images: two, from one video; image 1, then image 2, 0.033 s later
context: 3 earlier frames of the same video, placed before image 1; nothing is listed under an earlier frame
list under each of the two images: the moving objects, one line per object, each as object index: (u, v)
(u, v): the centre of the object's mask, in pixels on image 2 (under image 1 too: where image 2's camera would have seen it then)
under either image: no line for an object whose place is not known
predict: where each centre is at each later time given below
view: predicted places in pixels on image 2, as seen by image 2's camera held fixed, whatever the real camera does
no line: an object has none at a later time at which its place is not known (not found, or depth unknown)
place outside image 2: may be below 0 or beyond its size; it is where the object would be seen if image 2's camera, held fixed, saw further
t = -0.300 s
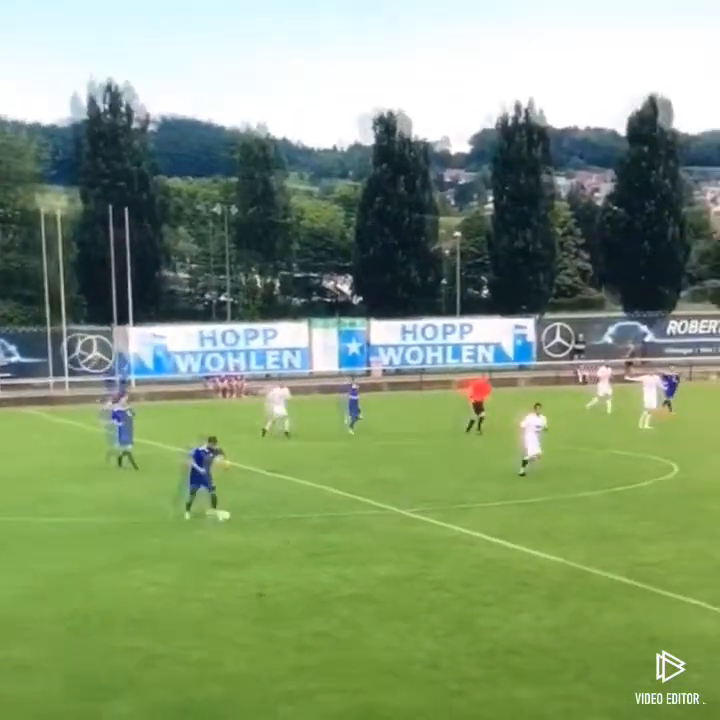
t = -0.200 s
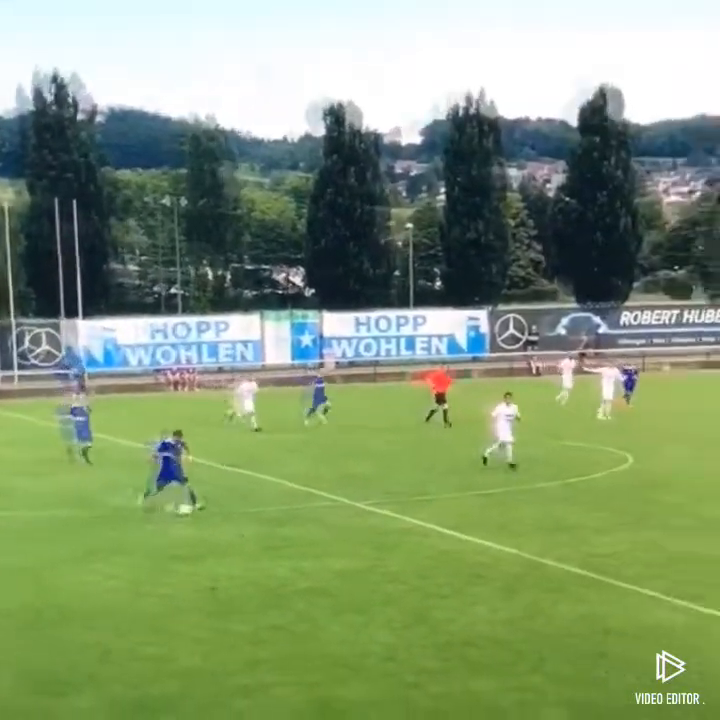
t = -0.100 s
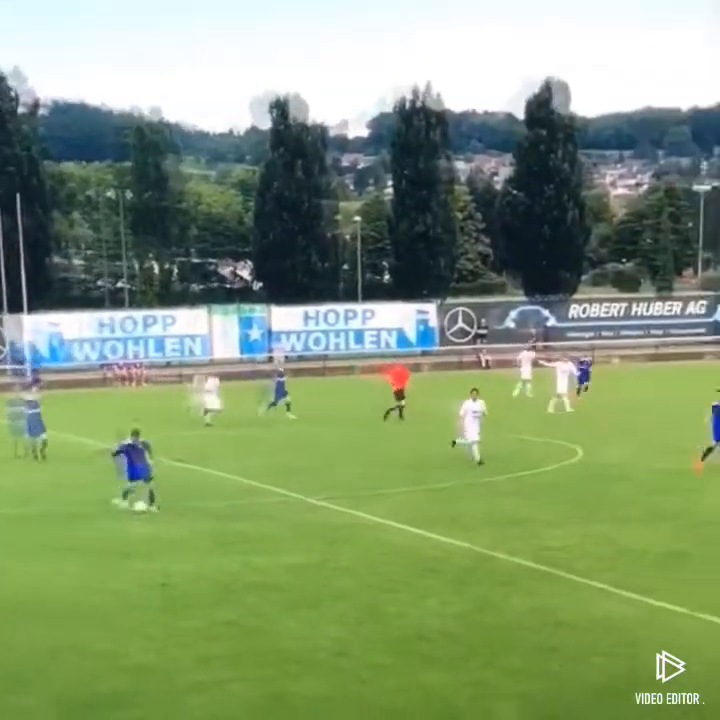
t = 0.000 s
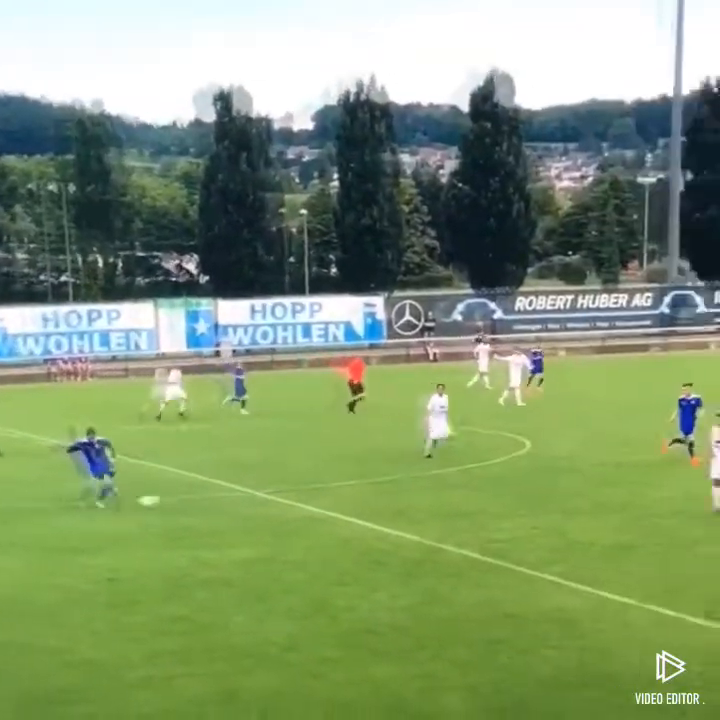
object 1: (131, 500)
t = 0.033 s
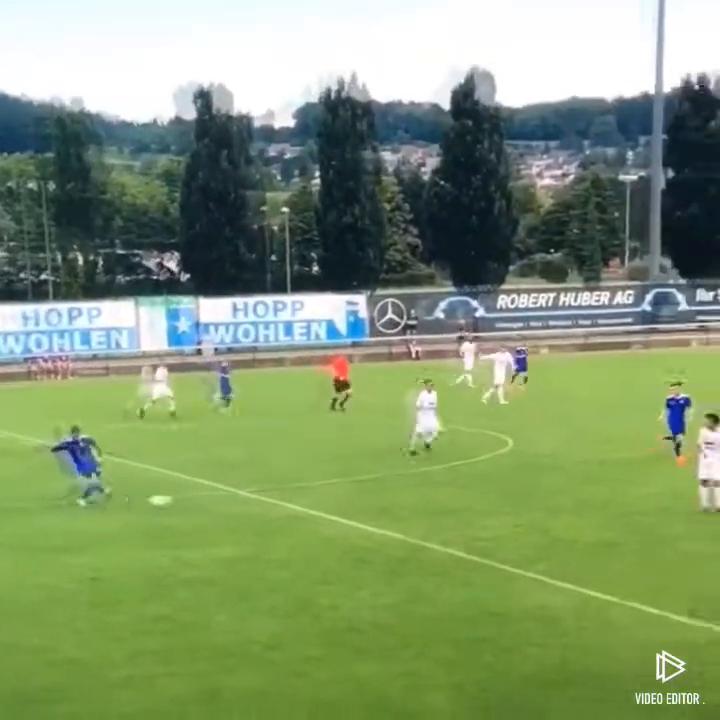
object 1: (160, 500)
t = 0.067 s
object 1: (189, 501)
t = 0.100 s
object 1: (220, 503)
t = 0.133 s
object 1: (250, 506)
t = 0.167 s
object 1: (282, 511)
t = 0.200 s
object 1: (312, 516)
